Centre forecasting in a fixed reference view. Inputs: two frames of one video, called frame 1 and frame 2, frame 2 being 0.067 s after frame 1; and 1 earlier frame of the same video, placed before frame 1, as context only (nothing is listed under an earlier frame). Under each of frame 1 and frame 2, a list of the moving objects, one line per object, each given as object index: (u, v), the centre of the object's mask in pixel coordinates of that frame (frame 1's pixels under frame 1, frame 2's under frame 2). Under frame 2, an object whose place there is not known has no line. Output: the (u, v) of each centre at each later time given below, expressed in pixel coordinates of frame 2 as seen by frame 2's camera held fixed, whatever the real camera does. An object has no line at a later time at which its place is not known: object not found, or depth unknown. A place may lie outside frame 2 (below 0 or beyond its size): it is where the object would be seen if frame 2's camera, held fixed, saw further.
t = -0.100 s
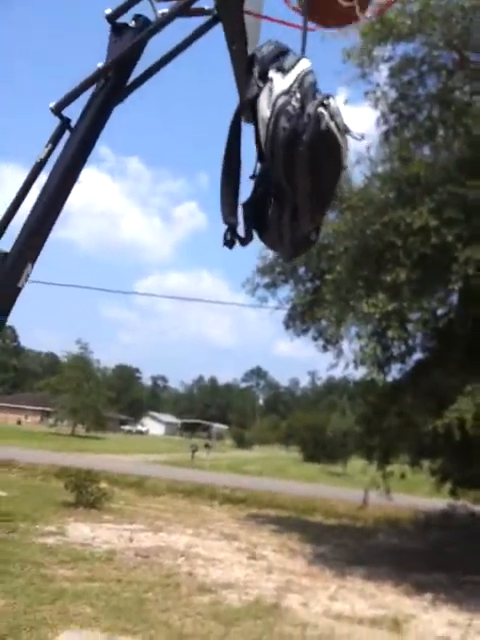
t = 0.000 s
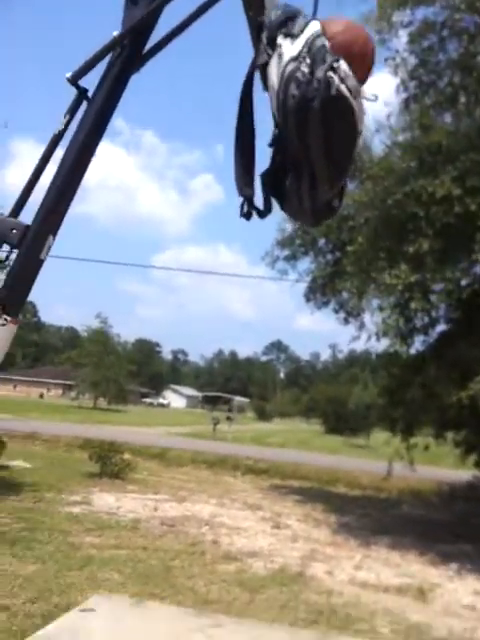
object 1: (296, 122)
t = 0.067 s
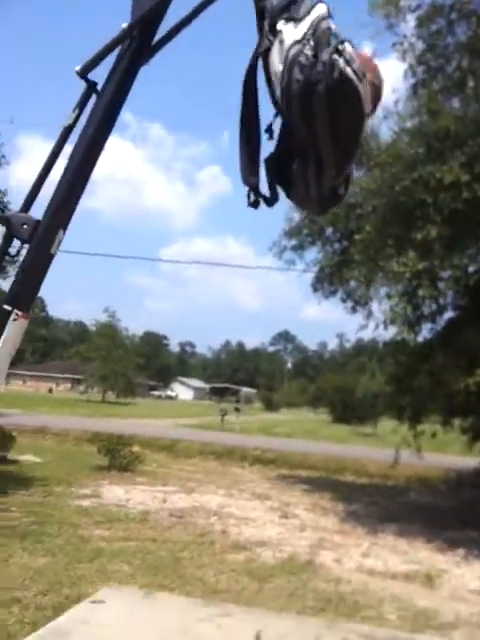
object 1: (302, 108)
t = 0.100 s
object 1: (297, 105)
